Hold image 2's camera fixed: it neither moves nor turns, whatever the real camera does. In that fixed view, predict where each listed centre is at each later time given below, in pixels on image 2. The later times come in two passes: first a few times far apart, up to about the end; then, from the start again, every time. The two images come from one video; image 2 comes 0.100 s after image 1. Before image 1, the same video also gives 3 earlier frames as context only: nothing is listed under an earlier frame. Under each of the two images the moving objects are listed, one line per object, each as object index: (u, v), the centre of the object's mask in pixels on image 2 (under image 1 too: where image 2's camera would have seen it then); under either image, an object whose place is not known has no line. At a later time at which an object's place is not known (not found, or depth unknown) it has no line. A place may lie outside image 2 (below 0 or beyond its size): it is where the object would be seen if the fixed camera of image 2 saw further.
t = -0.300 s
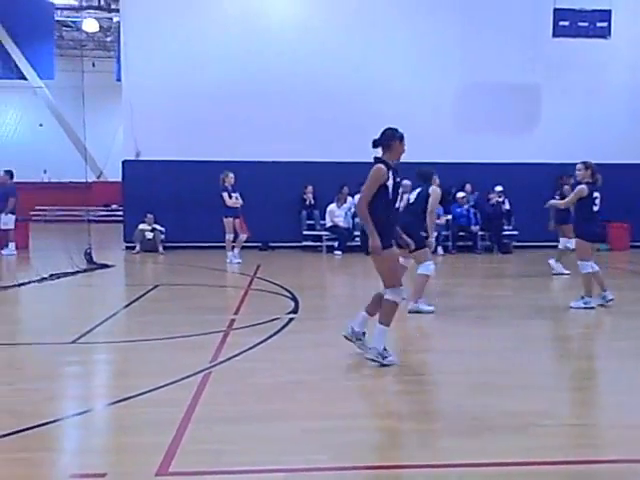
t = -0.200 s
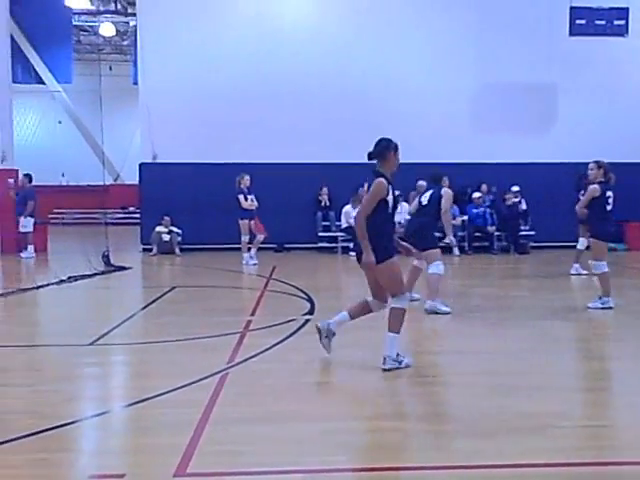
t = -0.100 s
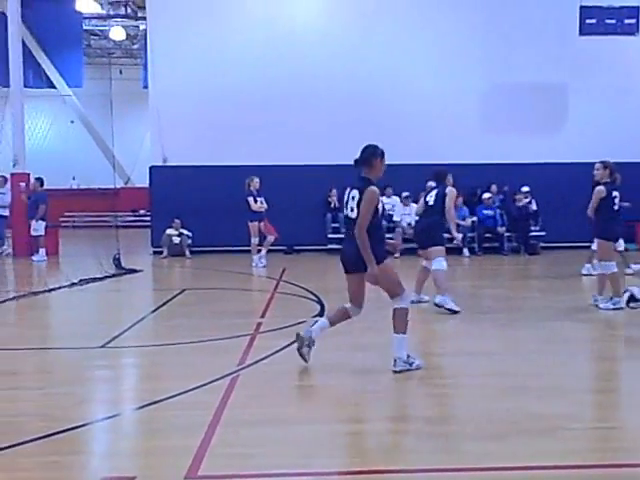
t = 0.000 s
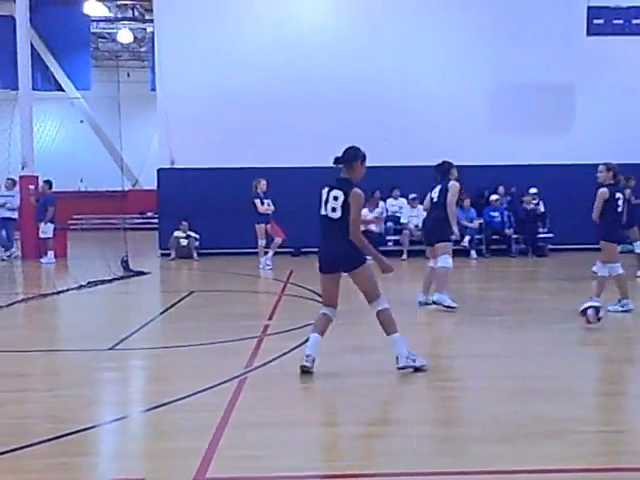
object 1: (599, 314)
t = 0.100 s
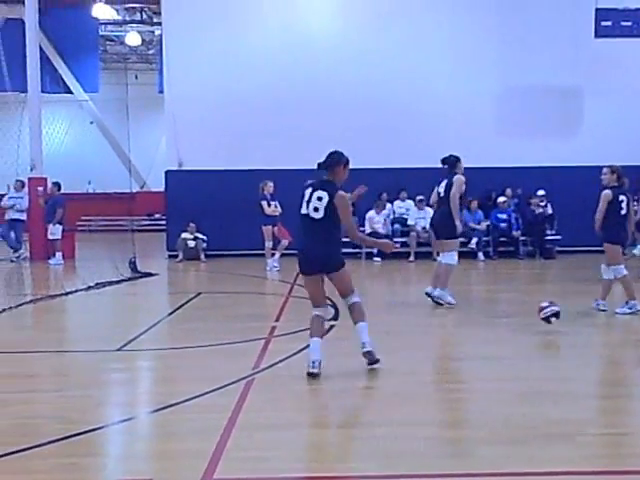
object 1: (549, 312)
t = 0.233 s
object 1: (481, 312)
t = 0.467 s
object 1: (365, 317)
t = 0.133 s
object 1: (532, 310)
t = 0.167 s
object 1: (515, 309)
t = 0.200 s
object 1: (498, 310)
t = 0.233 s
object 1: (481, 312)
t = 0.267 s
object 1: (465, 315)
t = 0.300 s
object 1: (448, 320)
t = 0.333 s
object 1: (432, 325)
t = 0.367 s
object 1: (414, 322)
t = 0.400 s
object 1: (398, 318)
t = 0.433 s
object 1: (381, 317)
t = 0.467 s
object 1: (365, 317)
